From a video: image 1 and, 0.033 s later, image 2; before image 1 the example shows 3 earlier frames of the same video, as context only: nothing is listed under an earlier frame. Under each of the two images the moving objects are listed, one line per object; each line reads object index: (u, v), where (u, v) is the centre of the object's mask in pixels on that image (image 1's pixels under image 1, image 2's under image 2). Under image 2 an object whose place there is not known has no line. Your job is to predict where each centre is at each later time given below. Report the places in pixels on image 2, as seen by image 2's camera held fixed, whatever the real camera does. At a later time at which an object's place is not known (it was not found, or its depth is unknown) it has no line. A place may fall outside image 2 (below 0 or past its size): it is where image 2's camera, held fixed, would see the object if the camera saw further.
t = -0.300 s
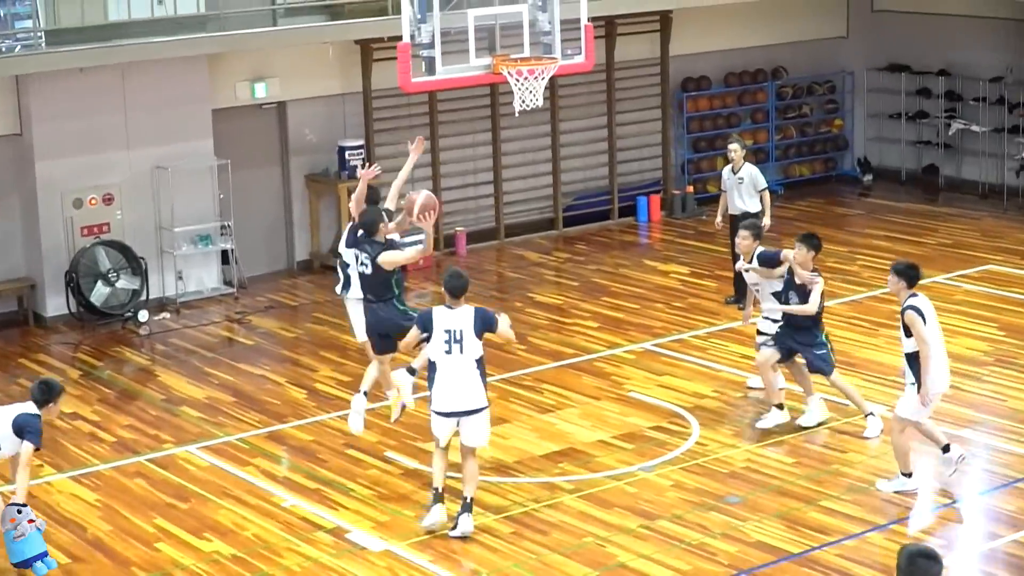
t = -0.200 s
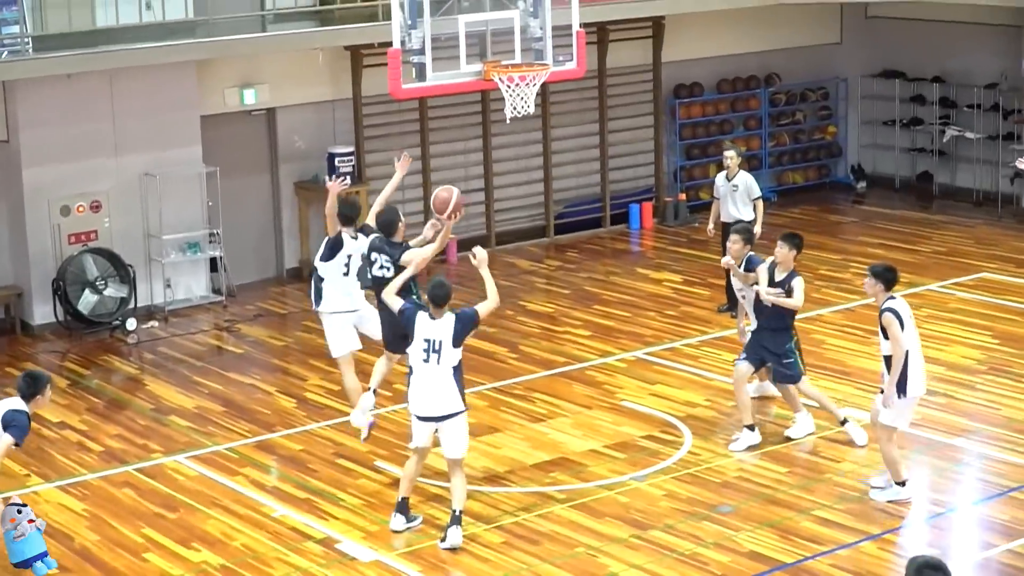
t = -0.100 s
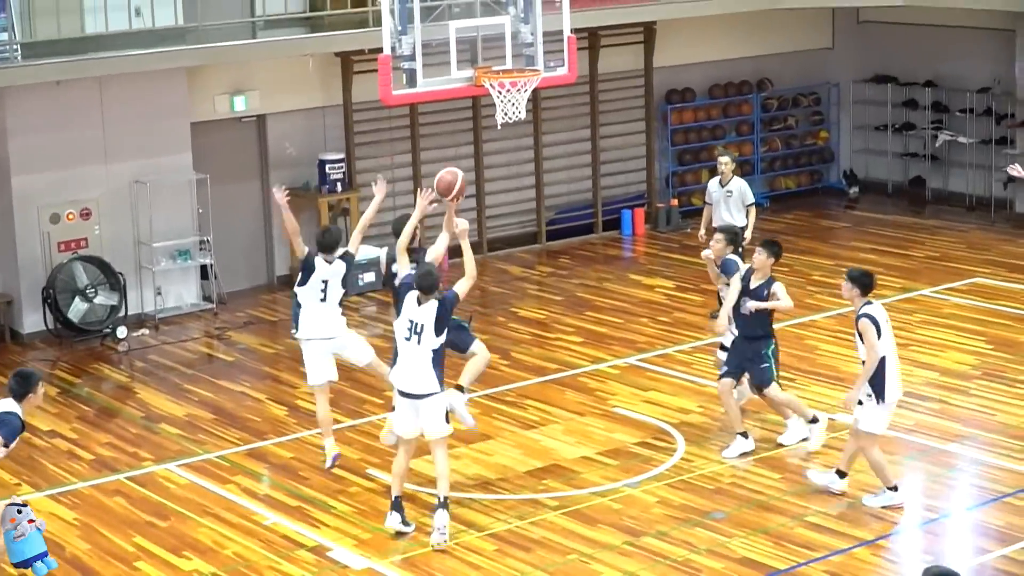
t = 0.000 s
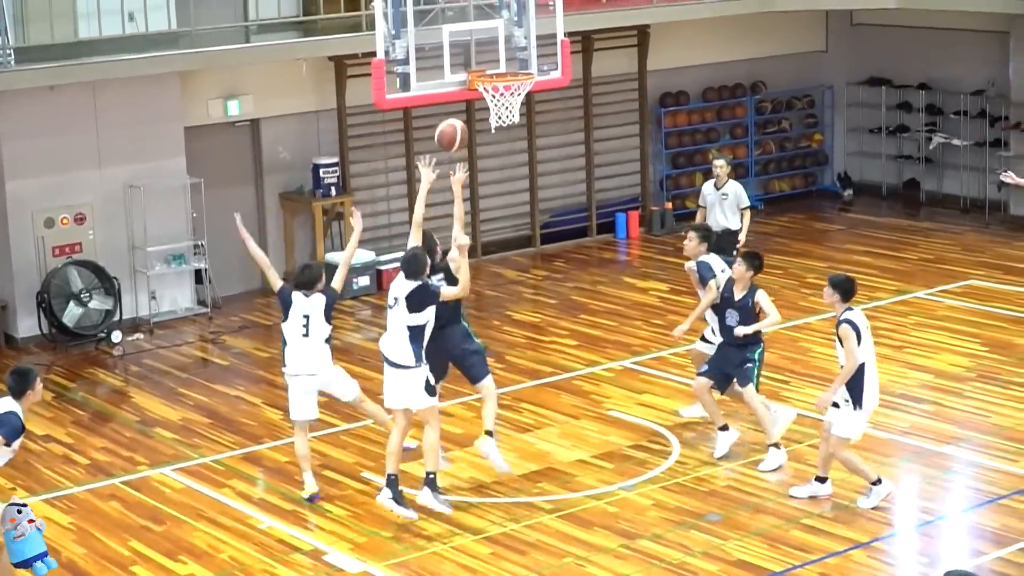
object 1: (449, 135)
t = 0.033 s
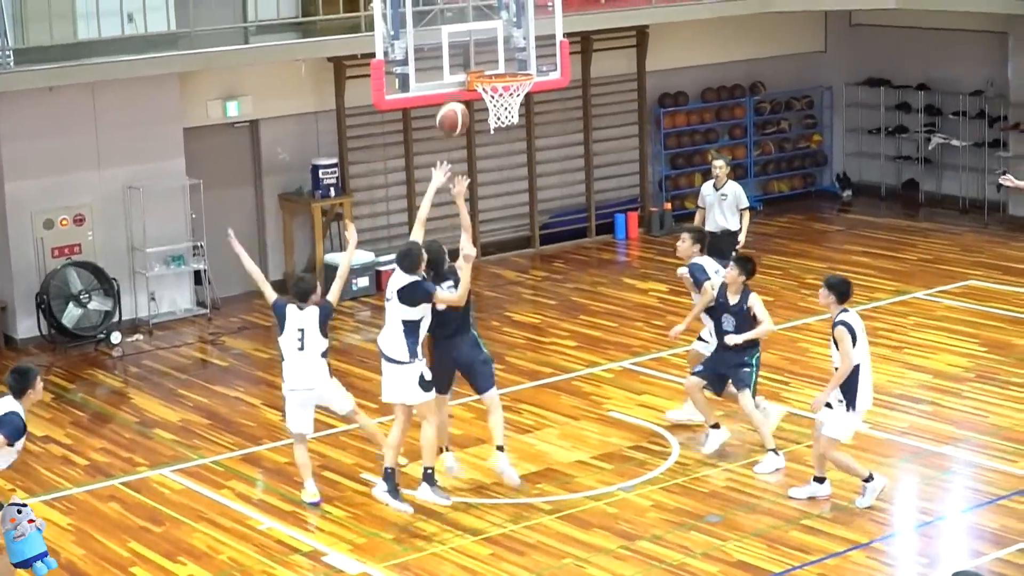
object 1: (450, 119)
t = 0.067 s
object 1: (452, 104)
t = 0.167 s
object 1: (458, 67)
